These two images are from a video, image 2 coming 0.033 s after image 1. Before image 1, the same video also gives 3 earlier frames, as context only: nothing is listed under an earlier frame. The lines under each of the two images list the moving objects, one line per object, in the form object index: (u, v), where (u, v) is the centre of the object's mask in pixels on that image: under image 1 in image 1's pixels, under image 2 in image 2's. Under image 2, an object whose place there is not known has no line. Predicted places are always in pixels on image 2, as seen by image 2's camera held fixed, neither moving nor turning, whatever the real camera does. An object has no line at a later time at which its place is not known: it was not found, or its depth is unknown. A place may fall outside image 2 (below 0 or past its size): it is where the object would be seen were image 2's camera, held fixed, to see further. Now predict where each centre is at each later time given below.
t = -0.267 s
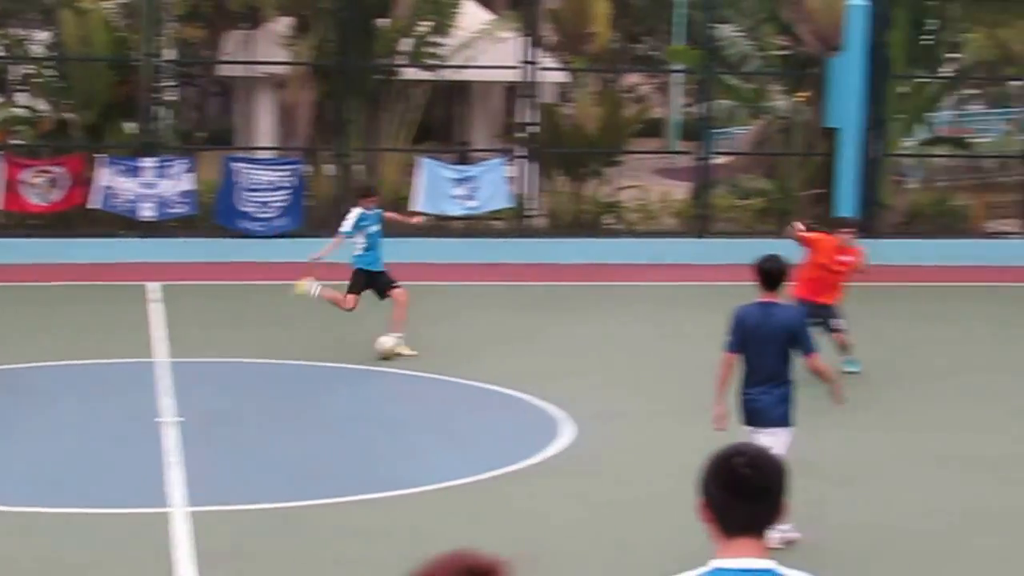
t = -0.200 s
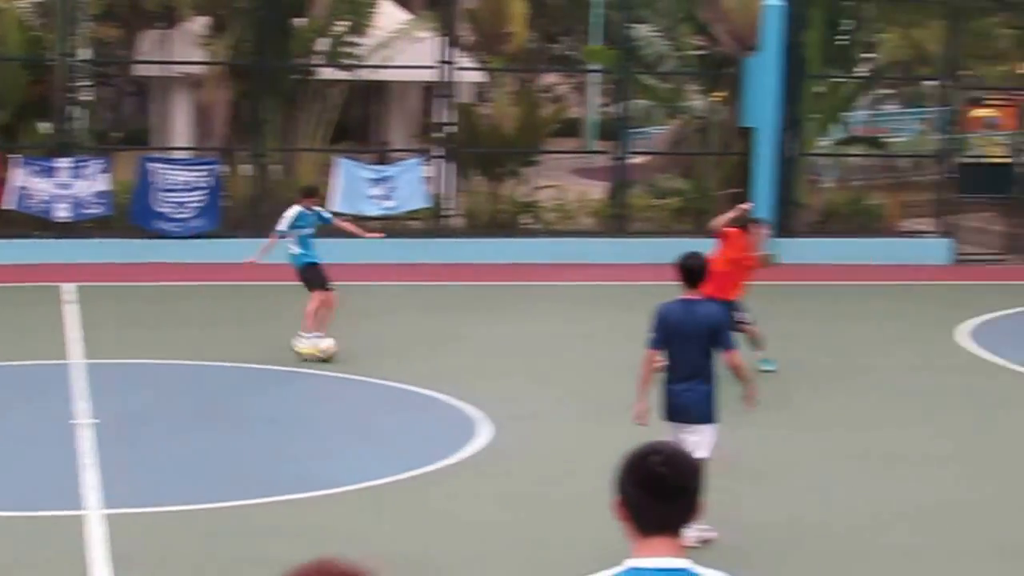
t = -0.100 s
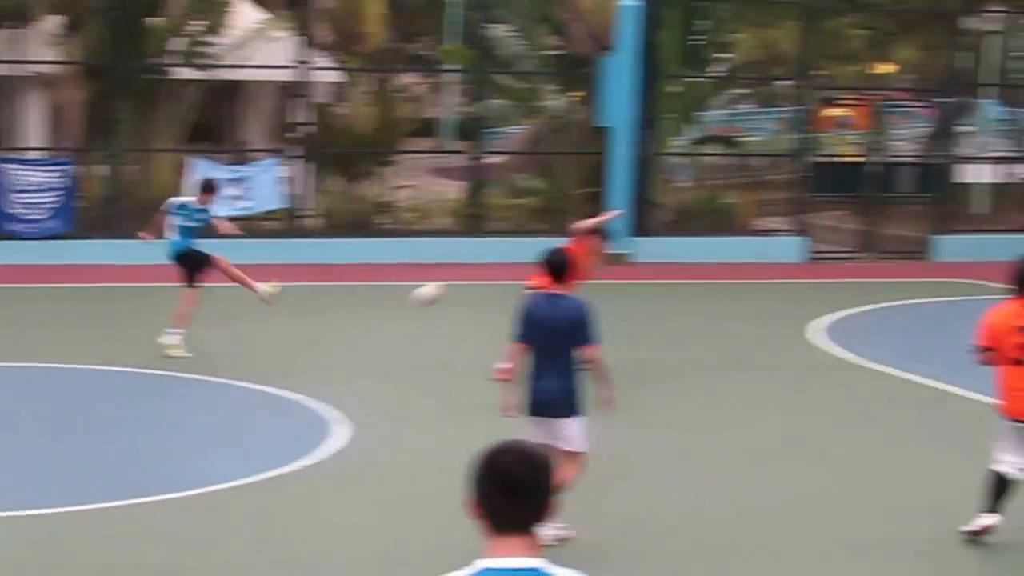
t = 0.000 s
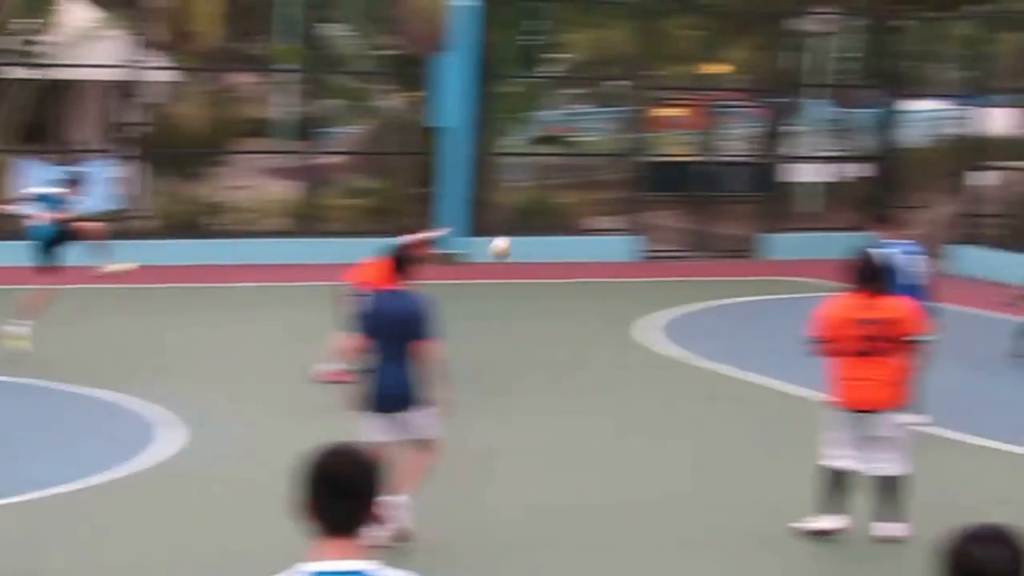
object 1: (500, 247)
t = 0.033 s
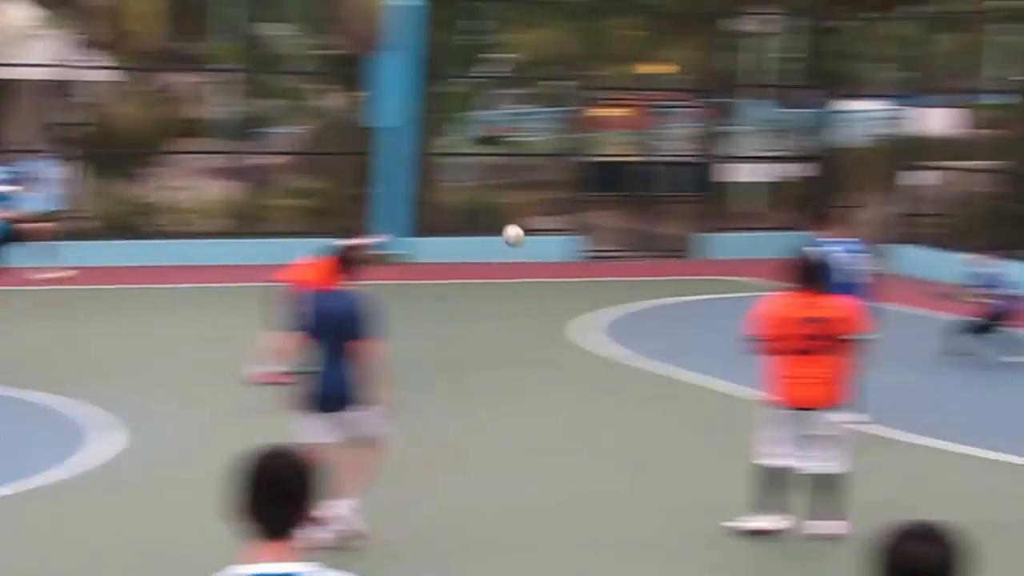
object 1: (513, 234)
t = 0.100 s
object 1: (649, 213)
